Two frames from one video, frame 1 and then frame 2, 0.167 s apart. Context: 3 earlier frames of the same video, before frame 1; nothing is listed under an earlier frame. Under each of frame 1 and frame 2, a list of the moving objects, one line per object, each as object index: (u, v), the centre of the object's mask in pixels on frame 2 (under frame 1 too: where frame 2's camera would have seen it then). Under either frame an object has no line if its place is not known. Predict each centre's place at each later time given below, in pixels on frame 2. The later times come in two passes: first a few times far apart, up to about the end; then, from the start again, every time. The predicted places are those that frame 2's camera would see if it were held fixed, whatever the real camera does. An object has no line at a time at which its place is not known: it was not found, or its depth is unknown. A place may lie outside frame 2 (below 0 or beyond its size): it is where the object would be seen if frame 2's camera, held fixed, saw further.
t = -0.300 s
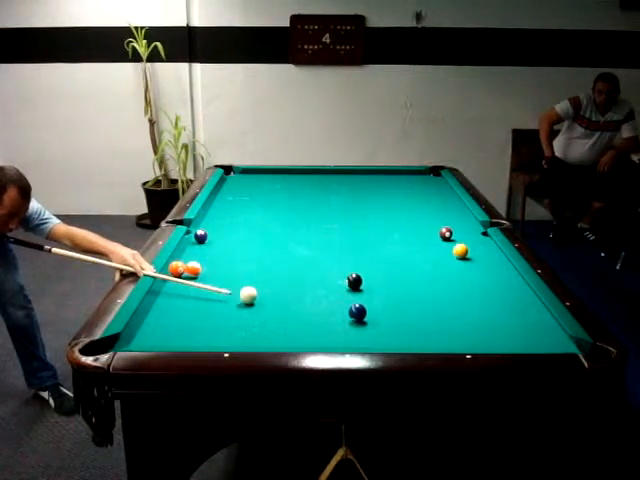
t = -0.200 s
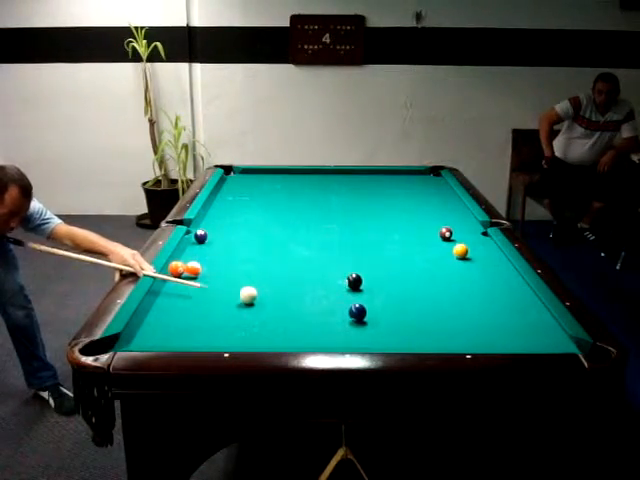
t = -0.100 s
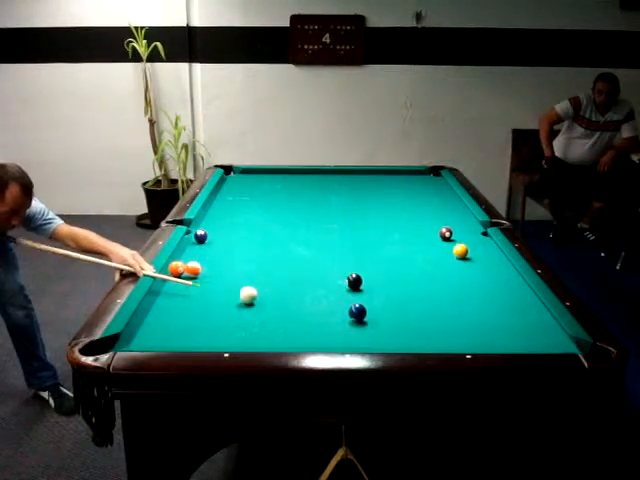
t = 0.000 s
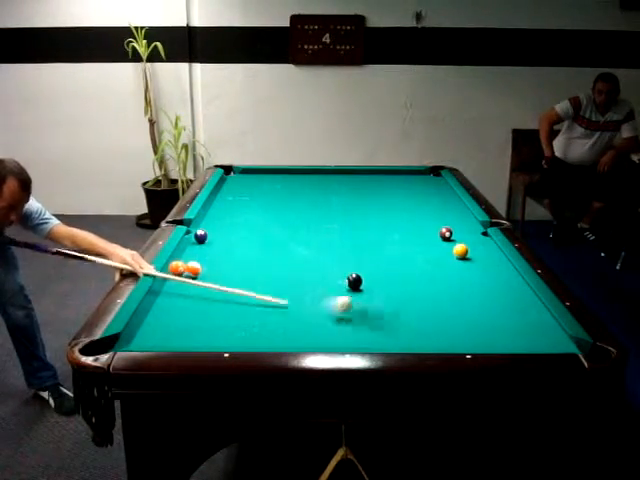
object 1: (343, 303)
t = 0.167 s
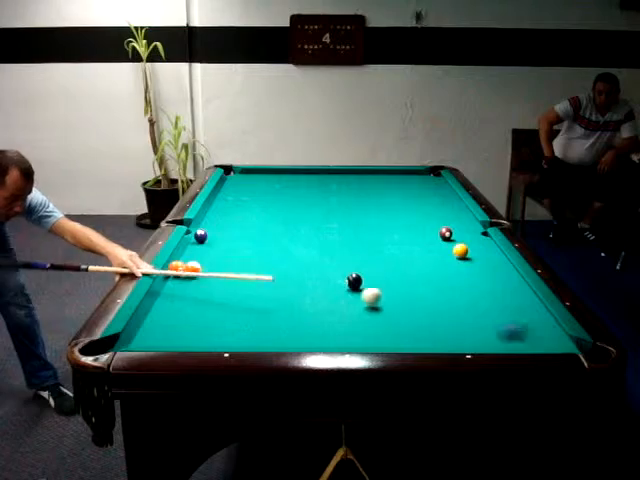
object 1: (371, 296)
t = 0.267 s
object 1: (390, 294)
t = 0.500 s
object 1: (432, 286)
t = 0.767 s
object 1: (476, 277)
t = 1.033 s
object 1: (505, 269)
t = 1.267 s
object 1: (480, 261)
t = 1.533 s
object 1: (456, 254)
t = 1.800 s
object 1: (438, 253)
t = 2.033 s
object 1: (424, 252)
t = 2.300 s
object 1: (408, 251)
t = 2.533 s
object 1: (397, 250)
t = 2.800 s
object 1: (385, 249)
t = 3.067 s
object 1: (375, 249)
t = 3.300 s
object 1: (368, 248)
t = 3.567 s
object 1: (361, 247)
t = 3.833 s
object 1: (356, 247)
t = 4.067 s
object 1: (353, 247)
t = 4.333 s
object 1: (351, 247)
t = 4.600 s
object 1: (351, 247)
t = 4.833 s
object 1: (351, 247)
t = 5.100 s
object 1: (351, 247)
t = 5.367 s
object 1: (351, 247)
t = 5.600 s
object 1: (351, 247)
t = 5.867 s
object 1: (351, 247)
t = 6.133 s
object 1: (351, 247)
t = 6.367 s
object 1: (351, 247)
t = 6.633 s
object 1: (351, 247)
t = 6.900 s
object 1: (351, 247)
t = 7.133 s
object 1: (351, 247)
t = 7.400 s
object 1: (351, 247)
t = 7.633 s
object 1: (351, 247)
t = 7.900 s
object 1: (351, 247)
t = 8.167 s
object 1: (351, 246)
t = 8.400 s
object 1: (351, 246)
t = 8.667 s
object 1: (351, 247)
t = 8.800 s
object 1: (351, 247)
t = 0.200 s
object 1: (377, 295)
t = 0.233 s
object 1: (384, 295)
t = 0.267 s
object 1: (390, 294)
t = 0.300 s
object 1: (396, 293)
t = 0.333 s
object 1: (402, 291)
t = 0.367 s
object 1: (408, 290)
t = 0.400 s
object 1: (414, 289)
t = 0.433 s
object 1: (420, 288)
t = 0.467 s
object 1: (426, 287)
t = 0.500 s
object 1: (432, 286)
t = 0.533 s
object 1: (438, 284)
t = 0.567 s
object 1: (443, 283)
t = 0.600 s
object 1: (449, 282)
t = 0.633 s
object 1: (454, 281)
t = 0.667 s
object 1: (460, 281)
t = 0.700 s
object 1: (465, 280)
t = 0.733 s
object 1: (470, 278)
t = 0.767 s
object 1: (476, 277)
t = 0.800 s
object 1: (481, 276)
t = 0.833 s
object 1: (486, 275)
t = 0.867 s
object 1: (490, 274)
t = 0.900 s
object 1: (496, 273)
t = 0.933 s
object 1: (500, 272)
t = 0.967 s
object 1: (505, 271)
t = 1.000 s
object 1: (509, 270)
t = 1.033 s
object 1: (505, 269)
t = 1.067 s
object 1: (501, 268)
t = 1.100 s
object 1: (498, 266)
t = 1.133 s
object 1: (494, 265)
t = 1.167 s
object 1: (490, 264)
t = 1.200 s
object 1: (487, 263)
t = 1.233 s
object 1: (483, 262)
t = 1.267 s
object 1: (480, 261)
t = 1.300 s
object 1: (476, 259)
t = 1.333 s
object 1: (473, 258)
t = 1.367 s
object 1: (469, 257)
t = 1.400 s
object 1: (466, 256)
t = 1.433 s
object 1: (464, 256)
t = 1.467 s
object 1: (462, 255)
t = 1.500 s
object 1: (458, 255)
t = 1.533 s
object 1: (456, 254)
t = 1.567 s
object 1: (454, 255)
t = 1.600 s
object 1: (452, 254)
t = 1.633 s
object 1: (449, 255)
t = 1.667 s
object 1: (447, 255)
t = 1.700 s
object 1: (444, 254)
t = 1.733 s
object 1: (442, 254)
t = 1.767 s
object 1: (441, 253)
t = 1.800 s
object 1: (438, 253)
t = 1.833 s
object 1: (435, 253)
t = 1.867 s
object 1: (433, 253)
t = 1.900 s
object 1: (431, 253)
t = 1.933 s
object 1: (429, 253)
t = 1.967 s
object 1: (427, 253)
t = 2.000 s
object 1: (425, 253)
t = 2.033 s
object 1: (424, 252)
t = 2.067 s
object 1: (422, 252)
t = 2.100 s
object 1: (419, 252)
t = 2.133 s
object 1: (417, 252)
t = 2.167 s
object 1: (416, 251)
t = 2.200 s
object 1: (414, 251)
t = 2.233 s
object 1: (412, 251)
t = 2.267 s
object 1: (410, 251)
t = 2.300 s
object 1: (408, 251)
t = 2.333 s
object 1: (407, 251)
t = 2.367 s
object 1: (405, 251)
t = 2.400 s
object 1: (403, 251)
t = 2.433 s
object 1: (402, 251)
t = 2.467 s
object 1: (400, 250)
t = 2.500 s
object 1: (398, 250)
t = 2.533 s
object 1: (397, 250)
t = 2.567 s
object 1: (395, 250)
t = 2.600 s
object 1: (394, 250)
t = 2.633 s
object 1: (392, 250)
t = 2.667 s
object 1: (391, 250)
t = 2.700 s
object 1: (389, 250)
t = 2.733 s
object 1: (388, 249)
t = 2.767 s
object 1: (387, 249)
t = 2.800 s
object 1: (385, 249)
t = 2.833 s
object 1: (384, 249)
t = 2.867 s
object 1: (383, 249)
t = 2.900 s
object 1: (382, 249)
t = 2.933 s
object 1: (380, 249)
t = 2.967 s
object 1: (379, 249)
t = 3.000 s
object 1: (378, 249)
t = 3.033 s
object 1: (376, 249)
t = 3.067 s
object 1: (375, 249)
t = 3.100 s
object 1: (375, 249)
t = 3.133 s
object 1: (373, 249)
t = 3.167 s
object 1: (372, 249)
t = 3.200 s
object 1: (371, 249)
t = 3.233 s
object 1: (370, 248)
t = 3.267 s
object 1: (369, 248)
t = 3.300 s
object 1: (368, 248)
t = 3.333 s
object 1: (367, 248)
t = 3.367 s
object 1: (366, 248)
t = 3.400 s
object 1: (365, 248)
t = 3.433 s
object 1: (365, 248)
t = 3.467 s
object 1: (363, 248)
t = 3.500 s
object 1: (363, 248)
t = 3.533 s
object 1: (362, 248)
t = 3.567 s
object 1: (361, 247)
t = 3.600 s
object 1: (361, 247)
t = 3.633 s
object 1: (360, 247)
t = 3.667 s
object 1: (359, 247)
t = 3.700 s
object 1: (359, 247)
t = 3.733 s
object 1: (358, 247)
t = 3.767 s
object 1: (357, 247)
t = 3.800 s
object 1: (357, 247)
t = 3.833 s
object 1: (356, 247)
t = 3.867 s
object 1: (356, 247)
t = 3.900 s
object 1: (355, 247)
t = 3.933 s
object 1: (355, 247)
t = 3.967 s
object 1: (354, 247)
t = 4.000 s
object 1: (354, 247)
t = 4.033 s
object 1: (354, 247)
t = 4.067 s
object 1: (353, 247)
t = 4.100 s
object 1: (353, 247)
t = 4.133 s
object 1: (352, 247)
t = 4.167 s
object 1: (352, 247)
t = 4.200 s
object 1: (352, 247)
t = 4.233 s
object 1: (352, 247)
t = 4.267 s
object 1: (351, 247)
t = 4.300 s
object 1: (351, 247)
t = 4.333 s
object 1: (351, 247)
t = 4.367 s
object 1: (351, 247)
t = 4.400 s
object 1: (351, 247)
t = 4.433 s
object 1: (351, 247)
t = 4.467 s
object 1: (351, 247)
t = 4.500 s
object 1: (351, 247)
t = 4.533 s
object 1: (351, 247)
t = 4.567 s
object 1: (351, 247)
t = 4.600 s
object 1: (351, 247)
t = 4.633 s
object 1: (351, 247)
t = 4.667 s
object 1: (351, 247)
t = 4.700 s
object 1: (351, 247)
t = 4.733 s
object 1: (351, 247)
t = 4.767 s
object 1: (351, 247)
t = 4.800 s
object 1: (351, 247)
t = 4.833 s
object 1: (351, 247)
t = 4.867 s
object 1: (351, 247)
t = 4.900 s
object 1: (351, 247)
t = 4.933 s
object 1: (351, 247)
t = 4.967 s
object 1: (351, 247)
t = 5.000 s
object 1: (351, 247)
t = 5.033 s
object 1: (351, 247)
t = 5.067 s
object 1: (351, 247)
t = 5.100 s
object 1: (351, 247)
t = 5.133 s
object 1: (351, 247)
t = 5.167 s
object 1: (351, 247)
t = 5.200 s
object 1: (351, 247)
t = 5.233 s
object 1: (351, 247)
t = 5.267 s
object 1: (351, 247)
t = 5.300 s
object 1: (351, 247)
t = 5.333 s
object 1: (351, 247)
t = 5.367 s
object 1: (351, 247)
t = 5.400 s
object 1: (351, 247)
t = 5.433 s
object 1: (351, 247)
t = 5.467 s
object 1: (351, 247)
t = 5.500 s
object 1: (351, 247)
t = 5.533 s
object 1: (351, 247)
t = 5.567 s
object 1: (351, 247)
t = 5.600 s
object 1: (351, 247)
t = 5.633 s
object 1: (351, 247)
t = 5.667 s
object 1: (351, 247)
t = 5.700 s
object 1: (351, 247)
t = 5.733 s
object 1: (351, 247)
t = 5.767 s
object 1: (351, 247)
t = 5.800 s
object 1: (351, 247)
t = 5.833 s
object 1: (351, 247)
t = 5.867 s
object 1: (351, 247)
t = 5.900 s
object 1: (351, 247)
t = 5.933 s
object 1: (351, 247)
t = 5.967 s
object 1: (351, 247)
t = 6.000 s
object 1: (351, 247)
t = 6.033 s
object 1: (351, 247)
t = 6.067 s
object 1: (351, 247)
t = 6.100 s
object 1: (351, 247)
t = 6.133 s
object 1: (351, 247)
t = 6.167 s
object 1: (351, 247)
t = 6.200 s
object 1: (351, 247)
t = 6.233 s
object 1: (351, 247)
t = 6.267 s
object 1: (351, 247)
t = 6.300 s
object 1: (351, 247)
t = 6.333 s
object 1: (351, 247)
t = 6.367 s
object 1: (351, 247)
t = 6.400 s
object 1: (351, 247)
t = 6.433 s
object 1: (351, 247)
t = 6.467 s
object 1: (351, 247)
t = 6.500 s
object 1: (351, 247)
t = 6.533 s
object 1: (351, 247)
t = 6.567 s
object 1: (351, 247)
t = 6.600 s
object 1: (351, 247)
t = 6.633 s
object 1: (351, 247)
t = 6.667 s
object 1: (351, 247)
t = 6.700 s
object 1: (351, 247)
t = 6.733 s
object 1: (351, 247)
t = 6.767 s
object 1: (351, 247)
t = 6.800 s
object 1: (351, 247)
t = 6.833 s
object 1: (351, 247)
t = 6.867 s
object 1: (351, 247)
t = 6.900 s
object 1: (351, 247)
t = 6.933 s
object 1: (351, 247)
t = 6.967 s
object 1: (351, 247)
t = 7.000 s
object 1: (351, 247)
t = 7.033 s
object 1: (351, 247)
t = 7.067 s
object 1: (351, 247)
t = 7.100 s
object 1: (351, 247)
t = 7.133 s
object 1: (351, 247)
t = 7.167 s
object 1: (351, 247)
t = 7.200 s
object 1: (351, 247)
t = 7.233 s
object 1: (351, 247)
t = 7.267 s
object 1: (351, 247)
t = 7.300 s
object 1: (351, 247)
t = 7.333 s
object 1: (351, 247)
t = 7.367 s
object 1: (351, 247)
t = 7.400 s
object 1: (351, 247)
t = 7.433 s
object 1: (351, 246)
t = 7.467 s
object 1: (351, 247)
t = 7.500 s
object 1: (351, 247)
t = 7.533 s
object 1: (351, 247)
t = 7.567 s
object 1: (351, 247)
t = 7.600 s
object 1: (351, 247)
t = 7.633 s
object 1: (351, 247)
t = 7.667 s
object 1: (351, 247)
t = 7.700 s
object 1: (351, 247)
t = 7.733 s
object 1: (351, 247)
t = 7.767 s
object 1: (351, 247)
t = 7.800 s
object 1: (351, 247)
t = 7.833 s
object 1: (351, 247)
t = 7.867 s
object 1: (351, 247)
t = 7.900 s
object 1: (351, 247)
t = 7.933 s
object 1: (351, 247)
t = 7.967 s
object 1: (351, 247)
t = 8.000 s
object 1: (351, 247)
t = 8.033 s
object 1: (351, 247)
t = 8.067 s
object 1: (351, 247)
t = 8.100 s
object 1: (351, 247)
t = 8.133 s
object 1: (351, 246)
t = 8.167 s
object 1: (351, 246)
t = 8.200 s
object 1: (351, 246)
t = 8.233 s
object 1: (351, 246)
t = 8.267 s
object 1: (351, 246)
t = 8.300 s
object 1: (351, 246)
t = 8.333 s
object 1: (351, 246)
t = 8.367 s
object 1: (351, 246)
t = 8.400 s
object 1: (351, 246)
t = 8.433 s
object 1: (351, 246)
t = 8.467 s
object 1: (351, 246)
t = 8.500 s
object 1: (351, 246)
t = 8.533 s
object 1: (351, 246)
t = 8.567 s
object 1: (351, 246)
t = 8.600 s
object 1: (351, 246)
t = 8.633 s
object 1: (351, 246)
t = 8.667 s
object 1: (351, 247)
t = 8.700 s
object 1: (351, 247)
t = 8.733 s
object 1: (351, 246)
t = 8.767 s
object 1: (351, 246)
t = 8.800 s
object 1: (351, 247)
